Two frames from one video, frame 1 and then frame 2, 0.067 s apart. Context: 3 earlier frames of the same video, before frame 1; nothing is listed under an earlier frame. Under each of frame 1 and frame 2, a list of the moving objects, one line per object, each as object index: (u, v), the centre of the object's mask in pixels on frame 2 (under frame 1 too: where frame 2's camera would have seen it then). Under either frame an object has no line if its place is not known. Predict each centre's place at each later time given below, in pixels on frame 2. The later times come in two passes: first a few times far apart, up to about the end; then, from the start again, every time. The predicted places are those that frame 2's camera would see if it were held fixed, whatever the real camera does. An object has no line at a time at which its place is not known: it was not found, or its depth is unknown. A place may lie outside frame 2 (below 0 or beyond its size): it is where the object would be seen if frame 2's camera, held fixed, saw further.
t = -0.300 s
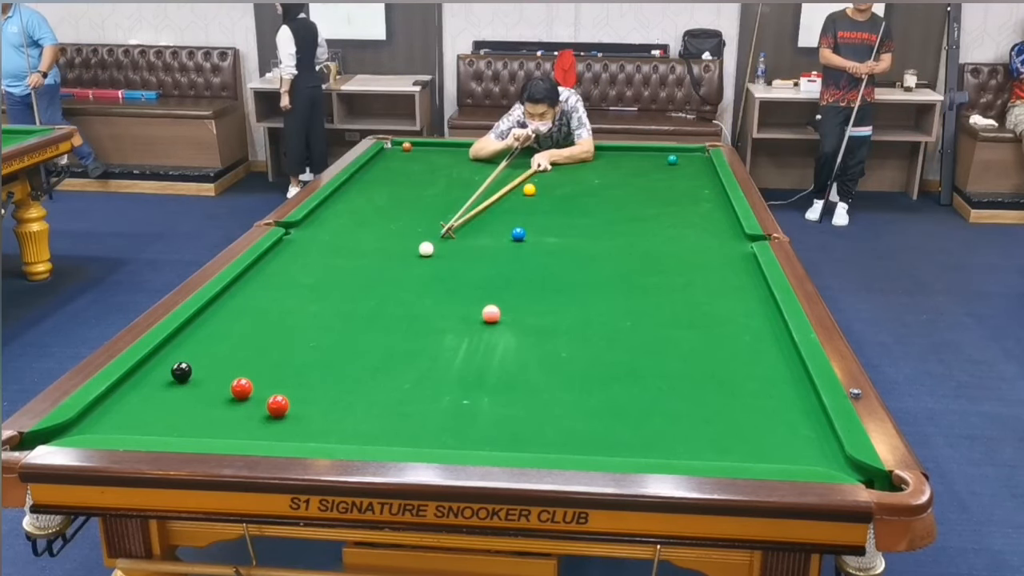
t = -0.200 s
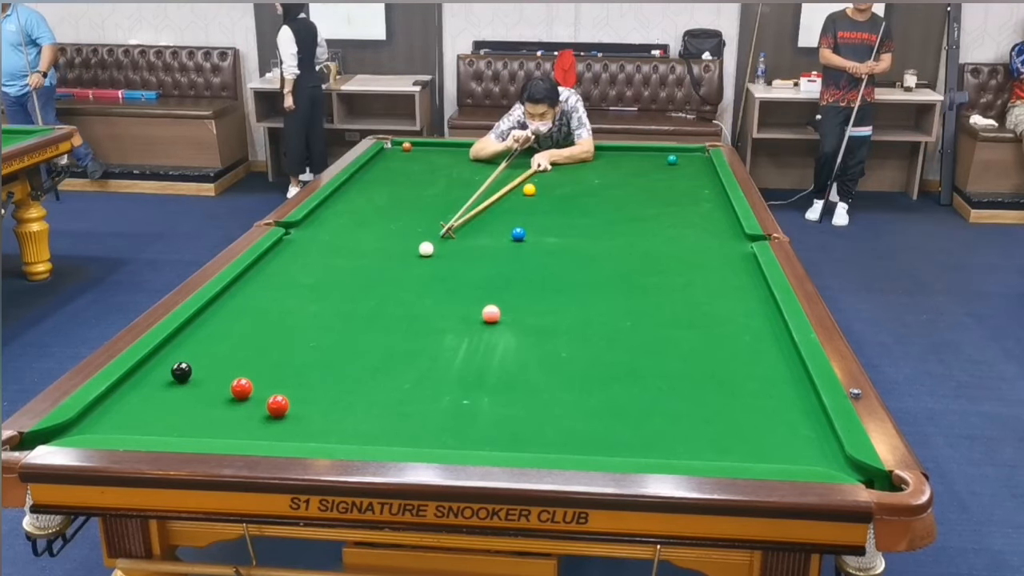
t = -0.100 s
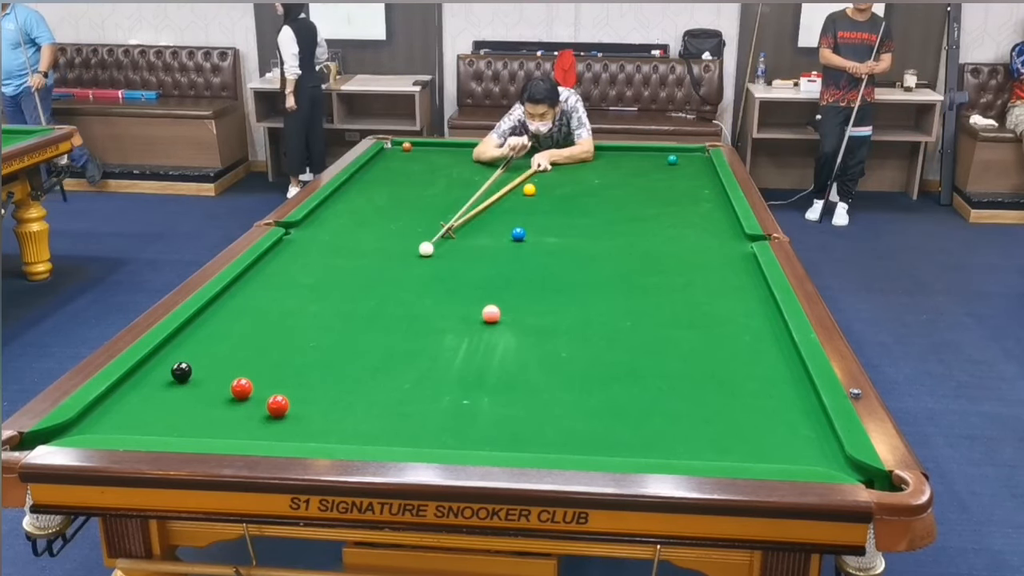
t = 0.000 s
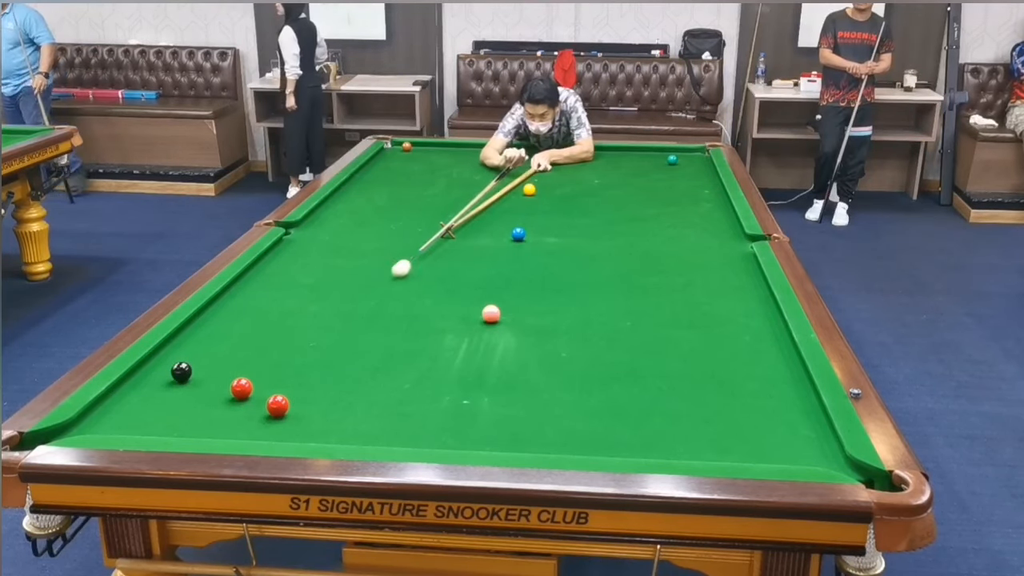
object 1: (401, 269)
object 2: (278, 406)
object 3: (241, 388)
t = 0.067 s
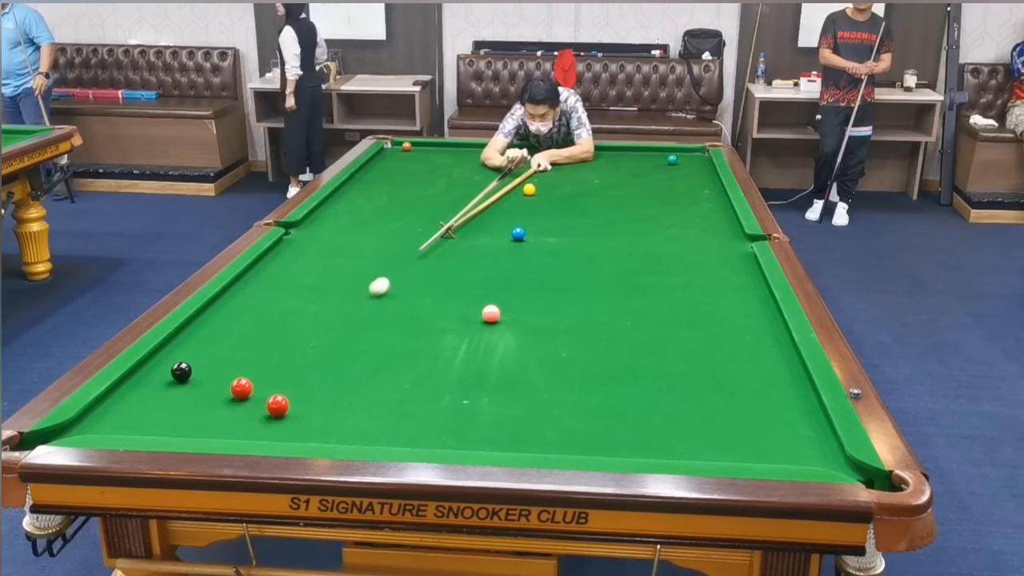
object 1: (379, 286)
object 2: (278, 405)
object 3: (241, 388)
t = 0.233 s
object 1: (319, 336)
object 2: (278, 405)
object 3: (241, 388)
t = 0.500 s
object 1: (274, 398)
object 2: (288, 425)
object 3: (152, 410)
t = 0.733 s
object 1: (263, 417)
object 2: (334, 423)
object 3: (21, 448)
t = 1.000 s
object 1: (250, 434)
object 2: (389, 394)
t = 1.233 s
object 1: (265, 421)
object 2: (430, 372)
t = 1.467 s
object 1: (279, 406)
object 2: (467, 353)
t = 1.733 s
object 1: (293, 392)
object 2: (504, 334)
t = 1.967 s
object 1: (304, 380)
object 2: (533, 320)
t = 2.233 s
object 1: (315, 369)
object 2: (563, 305)
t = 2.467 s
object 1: (324, 360)
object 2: (586, 294)
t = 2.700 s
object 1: (332, 353)
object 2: (608, 284)
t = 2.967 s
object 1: (340, 346)
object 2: (630, 273)
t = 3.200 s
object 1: (345, 340)
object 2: (648, 265)
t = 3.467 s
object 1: (351, 334)
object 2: (666, 256)
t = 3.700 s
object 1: (356, 330)
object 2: (681, 249)
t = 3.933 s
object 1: (359, 327)
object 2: (694, 243)
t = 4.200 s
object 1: (363, 324)
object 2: (708, 237)
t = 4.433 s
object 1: (365, 322)
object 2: (718, 232)
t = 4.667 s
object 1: (367, 321)
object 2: (728, 227)
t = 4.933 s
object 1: (369, 320)
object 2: (732, 222)
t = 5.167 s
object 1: (369, 320)
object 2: (725, 219)
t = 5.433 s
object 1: (369, 320)
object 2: (719, 216)
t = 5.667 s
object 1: (369, 320)
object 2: (714, 214)
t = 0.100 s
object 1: (368, 296)
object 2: (278, 405)
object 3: (241, 388)
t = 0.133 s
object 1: (356, 305)
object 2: (278, 406)
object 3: (241, 388)
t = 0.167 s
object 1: (344, 315)
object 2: (278, 406)
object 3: (241, 388)
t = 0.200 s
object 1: (332, 325)
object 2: (278, 405)
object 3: (241, 388)
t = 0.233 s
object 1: (319, 336)
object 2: (278, 405)
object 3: (241, 388)
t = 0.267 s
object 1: (305, 347)
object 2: (278, 405)
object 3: (241, 388)
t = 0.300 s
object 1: (291, 358)
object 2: (278, 406)
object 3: (241, 388)
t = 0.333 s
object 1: (276, 371)
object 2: (278, 406)
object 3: (241, 388)
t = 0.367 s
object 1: (263, 383)
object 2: (278, 406)
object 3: (239, 388)
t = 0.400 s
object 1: (267, 390)
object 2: (278, 406)
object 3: (217, 394)
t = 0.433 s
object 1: (272, 395)
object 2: (280, 409)
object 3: (194, 400)
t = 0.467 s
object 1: (273, 397)
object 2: (284, 416)
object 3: (173, 405)
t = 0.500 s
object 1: (274, 398)
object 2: (288, 425)
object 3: (152, 410)
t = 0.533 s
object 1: (273, 399)
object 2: (293, 431)
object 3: (132, 416)
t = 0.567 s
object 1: (272, 401)
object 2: (297, 435)
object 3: (113, 420)
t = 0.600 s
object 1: (271, 404)
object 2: (304, 436)
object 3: (94, 424)
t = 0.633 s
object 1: (269, 407)
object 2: (312, 433)
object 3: (74, 428)
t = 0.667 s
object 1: (267, 410)
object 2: (320, 431)
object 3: (54, 433)
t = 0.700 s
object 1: (265, 413)
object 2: (327, 427)
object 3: (35, 440)
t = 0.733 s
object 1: (263, 417)
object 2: (334, 423)
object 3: (21, 448)
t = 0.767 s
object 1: (261, 420)
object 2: (342, 419)
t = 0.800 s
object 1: (259, 423)
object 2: (349, 415)
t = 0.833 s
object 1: (257, 426)
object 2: (356, 412)
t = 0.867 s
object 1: (254, 429)
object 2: (363, 408)
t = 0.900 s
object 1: (252, 431)
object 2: (369, 405)
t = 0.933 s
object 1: (250, 433)
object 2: (376, 401)
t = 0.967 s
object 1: (248, 435)
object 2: (382, 398)
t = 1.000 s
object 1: (250, 434)
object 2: (389, 394)
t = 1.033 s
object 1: (252, 433)
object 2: (395, 391)
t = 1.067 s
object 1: (255, 431)
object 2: (401, 388)
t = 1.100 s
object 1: (257, 430)
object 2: (407, 385)
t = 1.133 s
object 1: (259, 428)
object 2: (413, 381)
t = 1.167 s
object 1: (261, 425)
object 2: (419, 378)
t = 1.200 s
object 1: (263, 423)
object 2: (425, 375)
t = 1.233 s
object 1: (265, 421)
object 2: (430, 372)
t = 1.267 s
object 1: (267, 419)
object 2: (436, 369)
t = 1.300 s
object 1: (270, 417)
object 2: (441, 366)
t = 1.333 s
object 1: (272, 414)
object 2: (446, 364)
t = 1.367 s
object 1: (274, 412)
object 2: (452, 361)
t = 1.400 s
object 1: (276, 410)
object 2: (457, 358)
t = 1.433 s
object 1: (277, 408)
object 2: (462, 356)
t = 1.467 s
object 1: (279, 406)
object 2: (467, 353)
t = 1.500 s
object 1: (281, 404)
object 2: (472, 351)
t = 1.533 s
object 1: (283, 402)
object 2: (477, 348)
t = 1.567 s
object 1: (285, 401)
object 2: (482, 346)
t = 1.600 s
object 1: (287, 399)
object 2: (486, 344)
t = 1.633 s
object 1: (288, 397)
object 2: (491, 341)
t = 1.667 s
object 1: (290, 395)
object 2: (496, 339)
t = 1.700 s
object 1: (292, 393)
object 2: (500, 337)
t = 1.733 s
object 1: (293, 392)
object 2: (504, 334)
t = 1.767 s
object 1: (295, 390)
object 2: (509, 332)
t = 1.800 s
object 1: (297, 388)
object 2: (513, 330)
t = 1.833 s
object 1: (298, 387)
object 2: (517, 328)
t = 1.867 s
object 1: (300, 385)
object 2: (521, 326)
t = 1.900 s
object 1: (301, 383)
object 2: (525, 324)
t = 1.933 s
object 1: (303, 382)
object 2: (529, 322)
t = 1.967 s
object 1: (304, 380)
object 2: (533, 320)
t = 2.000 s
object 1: (306, 379)
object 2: (537, 318)
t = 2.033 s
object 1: (307, 377)
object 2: (541, 316)
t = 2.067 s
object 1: (309, 376)
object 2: (545, 314)
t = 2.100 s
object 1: (310, 375)
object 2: (548, 312)
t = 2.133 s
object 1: (311, 373)
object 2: (552, 311)
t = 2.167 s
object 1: (313, 372)
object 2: (556, 309)
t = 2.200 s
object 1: (314, 370)
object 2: (559, 307)
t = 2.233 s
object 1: (315, 369)
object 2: (563, 305)
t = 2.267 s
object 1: (317, 368)
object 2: (566, 303)
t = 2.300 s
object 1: (318, 367)
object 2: (570, 302)
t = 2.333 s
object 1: (319, 365)
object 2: (573, 300)
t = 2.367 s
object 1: (320, 364)
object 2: (577, 299)
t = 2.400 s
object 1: (322, 363)
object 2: (580, 297)
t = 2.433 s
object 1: (323, 362)
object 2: (583, 295)
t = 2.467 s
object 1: (324, 360)
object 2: (586, 294)
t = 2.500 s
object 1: (325, 359)
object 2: (589, 292)
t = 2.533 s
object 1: (326, 358)
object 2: (593, 291)
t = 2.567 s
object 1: (327, 357)
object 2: (596, 289)
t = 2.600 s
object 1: (328, 356)
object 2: (599, 288)
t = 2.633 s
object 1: (330, 355)
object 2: (602, 287)
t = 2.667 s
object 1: (331, 354)
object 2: (605, 285)
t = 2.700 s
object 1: (332, 353)
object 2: (608, 284)
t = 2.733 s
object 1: (333, 352)
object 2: (611, 282)
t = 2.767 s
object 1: (334, 351)
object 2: (614, 281)
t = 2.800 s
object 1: (335, 350)
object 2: (616, 280)
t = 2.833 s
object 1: (336, 349)
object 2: (619, 278)
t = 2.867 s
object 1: (337, 348)
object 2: (622, 277)
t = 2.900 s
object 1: (338, 347)
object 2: (625, 276)
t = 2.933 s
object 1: (339, 346)
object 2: (627, 274)
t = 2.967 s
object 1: (340, 346)
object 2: (630, 273)
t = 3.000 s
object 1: (340, 345)
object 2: (633, 272)
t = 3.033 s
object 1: (341, 344)
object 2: (635, 271)
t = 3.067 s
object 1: (342, 343)
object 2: (638, 269)
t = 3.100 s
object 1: (343, 342)
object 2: (640, 268)
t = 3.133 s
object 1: (344, 341)
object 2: (643, 267)
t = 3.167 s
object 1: (344, 341)
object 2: (645, 266)
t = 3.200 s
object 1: (345, 340)
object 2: (648, 265)
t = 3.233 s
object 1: (346, 339)
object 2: (650, 264)
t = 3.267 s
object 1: (347, 338)
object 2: (653, 263)
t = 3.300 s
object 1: (348, 338)
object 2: (655, 261)
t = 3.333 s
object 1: (348, 337)
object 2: (658, 260)
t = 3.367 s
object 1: (349, 336)
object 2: (660, 259)
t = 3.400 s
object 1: (350, 336)
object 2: (662, 258)
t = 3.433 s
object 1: (350, 335)
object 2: (664, 257)
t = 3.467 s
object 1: (351, 334)
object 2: (666, 256)
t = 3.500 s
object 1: (352, 334)
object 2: (669, 255)
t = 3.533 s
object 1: (352, 333)
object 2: (671, 254)
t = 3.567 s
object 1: (353, 332)
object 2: (673, 253)
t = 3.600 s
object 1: (354, 332)
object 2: (675, 252)
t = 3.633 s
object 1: (354, 331)
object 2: (677, 251)
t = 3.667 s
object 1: (355, 331)
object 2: (679, 250)
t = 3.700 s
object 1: (356, 330)
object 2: (681, 249)
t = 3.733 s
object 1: (356, 330)
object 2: (683, 248)
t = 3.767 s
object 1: (357, 329)
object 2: (685, 247)
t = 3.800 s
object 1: (357, 329)
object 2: (687, 247)
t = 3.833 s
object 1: (358, 328)
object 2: (689, 246)
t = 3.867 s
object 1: (358, 328)
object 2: (691, 245)
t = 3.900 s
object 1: (359, 327)
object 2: (692, 244)
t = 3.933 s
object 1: (359, 327)
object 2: (694, 243)
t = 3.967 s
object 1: (360, 327)
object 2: (696, 242)
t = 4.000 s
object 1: (360, 326)
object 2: (698, 241)
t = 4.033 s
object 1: (361, 326)
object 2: (700, 240)
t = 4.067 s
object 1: (361, 325)
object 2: (701, 240)
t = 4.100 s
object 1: (362, 325)
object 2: (703, 239)
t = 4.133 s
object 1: (362, 324)
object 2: (704, 238)
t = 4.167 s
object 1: (362, 324)
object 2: (706, 237)
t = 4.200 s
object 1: (363, 324)
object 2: (708, 237)
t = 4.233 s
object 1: (363, 324)
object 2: (709, 236)
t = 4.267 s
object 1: (364, 323)
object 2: (711, 235)
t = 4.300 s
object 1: (364, 323)
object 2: (712, 234)
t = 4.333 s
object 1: (364, 323)
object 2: (714, 234)
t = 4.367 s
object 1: (365, 323)
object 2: (715, 233)
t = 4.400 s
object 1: (365, 322)
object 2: (717, 232)
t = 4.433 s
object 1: (365, 322)
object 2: (718, 232)
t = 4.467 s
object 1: (365, 322)
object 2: (720, 231)
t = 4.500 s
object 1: (366, 322)
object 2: (721, 230)
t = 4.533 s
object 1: (366, 322)
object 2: (722, 230)
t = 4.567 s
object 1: (366, 321)
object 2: (724, 229)
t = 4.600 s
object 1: (367, 321)
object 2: (725, 228)
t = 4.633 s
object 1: (367, 321)
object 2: (726, 228)
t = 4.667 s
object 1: (367, 321)
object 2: (728, 227)
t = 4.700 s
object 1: (368, 321)
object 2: (729, 227)
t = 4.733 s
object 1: (368, 321)
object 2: (731, 226)
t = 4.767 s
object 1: (368, 320)
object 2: (732, 225)
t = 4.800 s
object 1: (368, 320)
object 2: (733, 224)
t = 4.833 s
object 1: (368, 320)
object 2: (734, 224)
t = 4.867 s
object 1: (369, 320)
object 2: (734, 223)
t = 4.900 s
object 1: (369, 320)
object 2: (733, 223)
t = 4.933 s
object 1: (369, 320)
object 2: (732, 222)
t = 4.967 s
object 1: (369, 320)
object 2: (731, 222)
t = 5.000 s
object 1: (369, 320)
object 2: (730, 221)
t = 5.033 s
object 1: (369, 320)
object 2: (729, 221)
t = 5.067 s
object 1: (369, 320)
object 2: (728, 221)
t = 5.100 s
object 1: (369, 320)
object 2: (727, 220)
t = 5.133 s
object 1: (369, 320)
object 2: (726, 220)
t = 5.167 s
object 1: (369, 320)
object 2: (725, 219)
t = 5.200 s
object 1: (369, 320)
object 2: (724, 219)
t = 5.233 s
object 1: (369, 320)
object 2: (723, 219)
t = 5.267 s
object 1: (369, 320)
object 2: (723, 218)
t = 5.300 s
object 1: (369, 320)
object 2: (722, 218)
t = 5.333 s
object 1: (369, 320)
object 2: (721, 218)
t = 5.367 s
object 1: (369, 320)
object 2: (720, 217)
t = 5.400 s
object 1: (369, 320)
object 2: (720, 217)
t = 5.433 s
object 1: (369, 320)
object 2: (719, 216)
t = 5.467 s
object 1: (369, 320)
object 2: (718, 216)
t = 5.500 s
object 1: (369, 320)
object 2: (718, 216)
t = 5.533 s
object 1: (369, 320)
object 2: (717, 215)
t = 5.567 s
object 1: (369, 320)
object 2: (717, 215)
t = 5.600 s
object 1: (369, 320)
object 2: (716, 215)
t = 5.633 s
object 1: (369, 320)
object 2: (715, 214)
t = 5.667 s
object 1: (369, 320)
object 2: (714, 214)
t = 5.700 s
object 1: (369, 320)
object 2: (714, 214)
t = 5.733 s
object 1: (369, 320)
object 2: (713, 213)
